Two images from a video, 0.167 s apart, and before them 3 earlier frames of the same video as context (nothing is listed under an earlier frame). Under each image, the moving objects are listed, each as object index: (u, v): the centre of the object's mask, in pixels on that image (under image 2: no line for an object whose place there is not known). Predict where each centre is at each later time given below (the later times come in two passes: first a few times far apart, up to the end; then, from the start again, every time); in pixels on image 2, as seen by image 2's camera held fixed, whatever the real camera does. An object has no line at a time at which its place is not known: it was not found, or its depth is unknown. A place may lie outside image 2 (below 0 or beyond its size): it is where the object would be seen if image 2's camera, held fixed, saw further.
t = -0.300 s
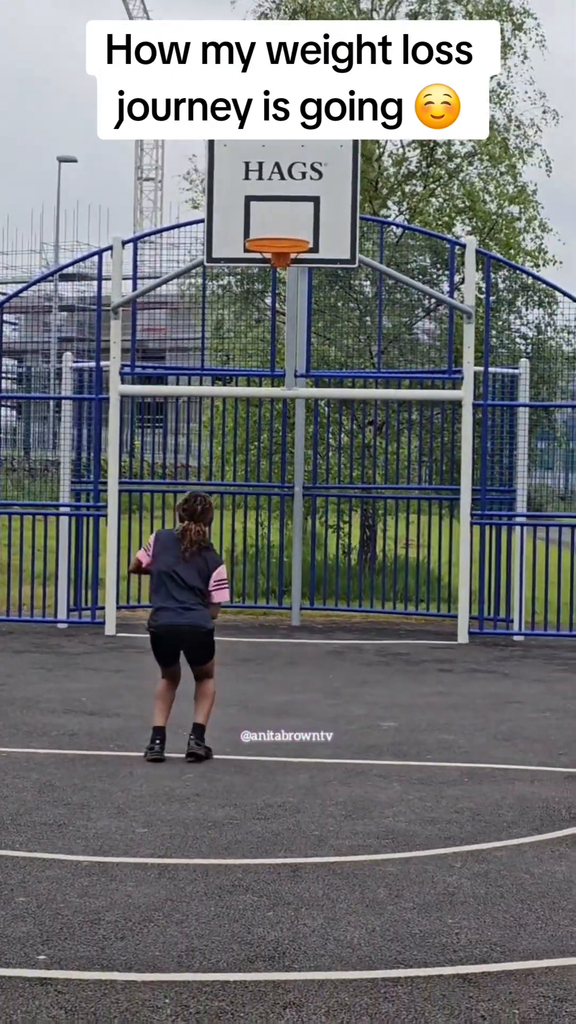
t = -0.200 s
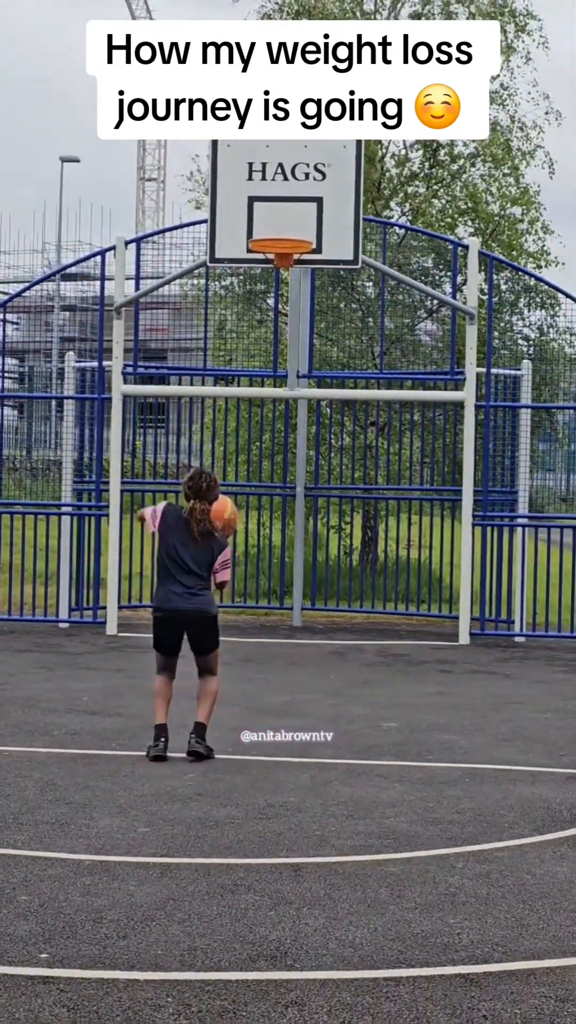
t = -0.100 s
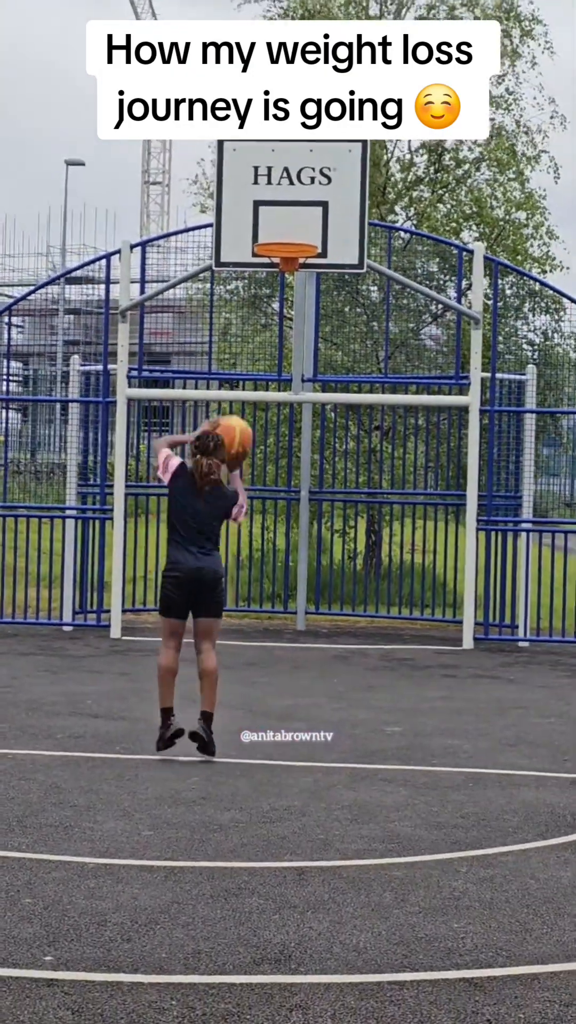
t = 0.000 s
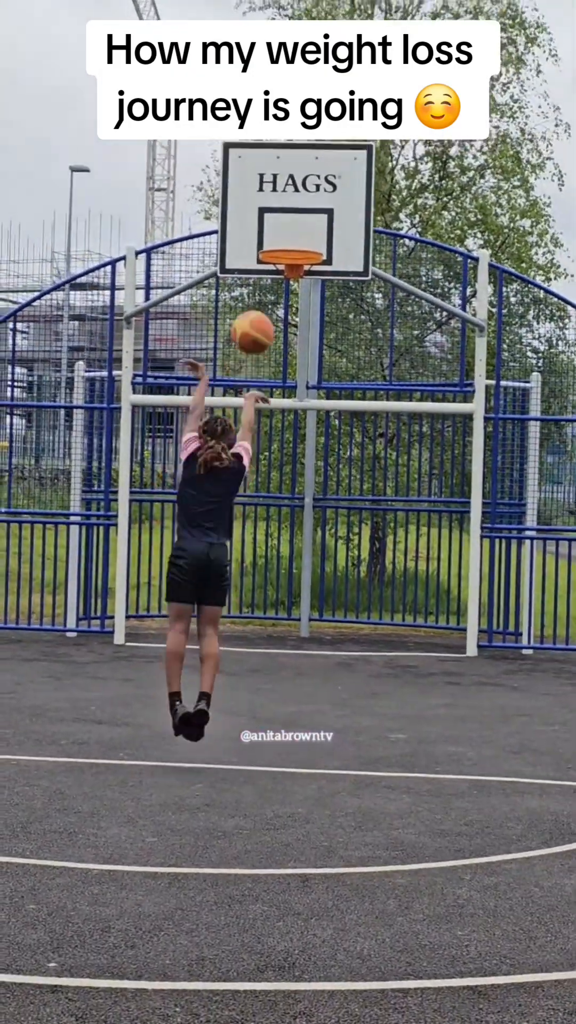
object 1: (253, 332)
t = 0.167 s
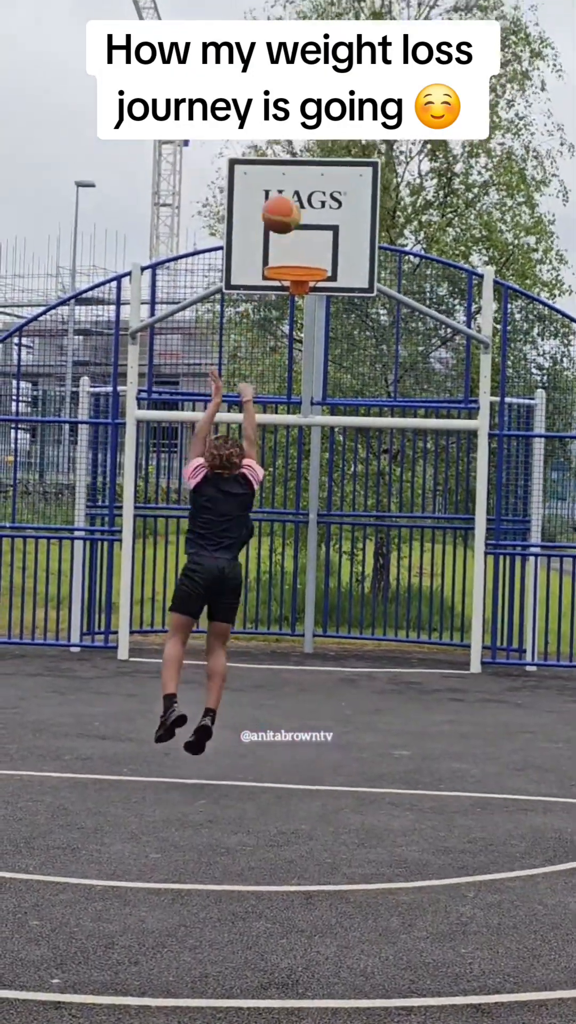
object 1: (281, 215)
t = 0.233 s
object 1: (289, 179)
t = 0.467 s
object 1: (310, 124)
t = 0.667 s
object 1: (321, 144)
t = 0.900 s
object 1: (329, 232)
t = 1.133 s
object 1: (358, 267)
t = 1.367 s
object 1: (390, 314)
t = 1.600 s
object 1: (419, 439)
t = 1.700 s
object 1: (431, 515)
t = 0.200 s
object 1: (285, 196)
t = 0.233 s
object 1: (289, 179)
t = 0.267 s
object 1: (293, 165)
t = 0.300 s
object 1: (296, 153)
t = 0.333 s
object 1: (300, 143)
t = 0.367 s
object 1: (302, 136)
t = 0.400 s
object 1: (305, 131)
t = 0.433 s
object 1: (308, 127)
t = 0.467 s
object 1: (310, 124)
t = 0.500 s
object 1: (313, 123)
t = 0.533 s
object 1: (315, 124)
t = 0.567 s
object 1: (317, 127)
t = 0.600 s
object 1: (318, 131)
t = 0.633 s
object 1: (320, 137)
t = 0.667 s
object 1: (321, 144)
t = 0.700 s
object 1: (322, 153)
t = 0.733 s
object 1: (324, 163)
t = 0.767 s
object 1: (325, 175)
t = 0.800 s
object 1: (326, 189)
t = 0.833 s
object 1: (327, 201)
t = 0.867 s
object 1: (328, 216)
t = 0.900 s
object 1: (329, 232)
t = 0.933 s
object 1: (330, 249)
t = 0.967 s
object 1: (332, 264)
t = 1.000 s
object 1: (338, 268)
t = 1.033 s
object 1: (344, 269)
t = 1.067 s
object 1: (349, 267)
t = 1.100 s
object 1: (353, 267)
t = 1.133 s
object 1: (358, 267)
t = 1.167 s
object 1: (363, 269)
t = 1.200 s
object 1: (368, 274)
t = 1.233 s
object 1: (372, 278)
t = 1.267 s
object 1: (377, 285)
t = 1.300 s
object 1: (381, 293)
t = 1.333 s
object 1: (385, 303)
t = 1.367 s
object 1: (390, 314)
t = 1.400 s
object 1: (393, 327)
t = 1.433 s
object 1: (398, 341)
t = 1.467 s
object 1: (402, 356)
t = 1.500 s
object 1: (406, 375)
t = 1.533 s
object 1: (411, 394)
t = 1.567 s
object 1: (415, 415)
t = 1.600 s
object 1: (419, 439)
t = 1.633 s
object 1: (423, 462)
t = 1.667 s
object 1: (427, 488)
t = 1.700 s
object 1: (431, 515)
